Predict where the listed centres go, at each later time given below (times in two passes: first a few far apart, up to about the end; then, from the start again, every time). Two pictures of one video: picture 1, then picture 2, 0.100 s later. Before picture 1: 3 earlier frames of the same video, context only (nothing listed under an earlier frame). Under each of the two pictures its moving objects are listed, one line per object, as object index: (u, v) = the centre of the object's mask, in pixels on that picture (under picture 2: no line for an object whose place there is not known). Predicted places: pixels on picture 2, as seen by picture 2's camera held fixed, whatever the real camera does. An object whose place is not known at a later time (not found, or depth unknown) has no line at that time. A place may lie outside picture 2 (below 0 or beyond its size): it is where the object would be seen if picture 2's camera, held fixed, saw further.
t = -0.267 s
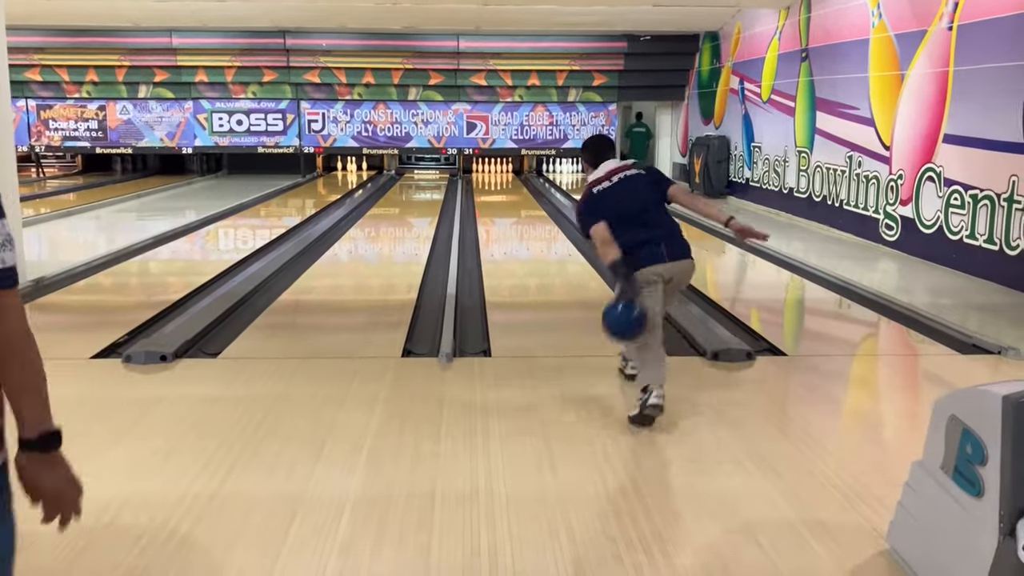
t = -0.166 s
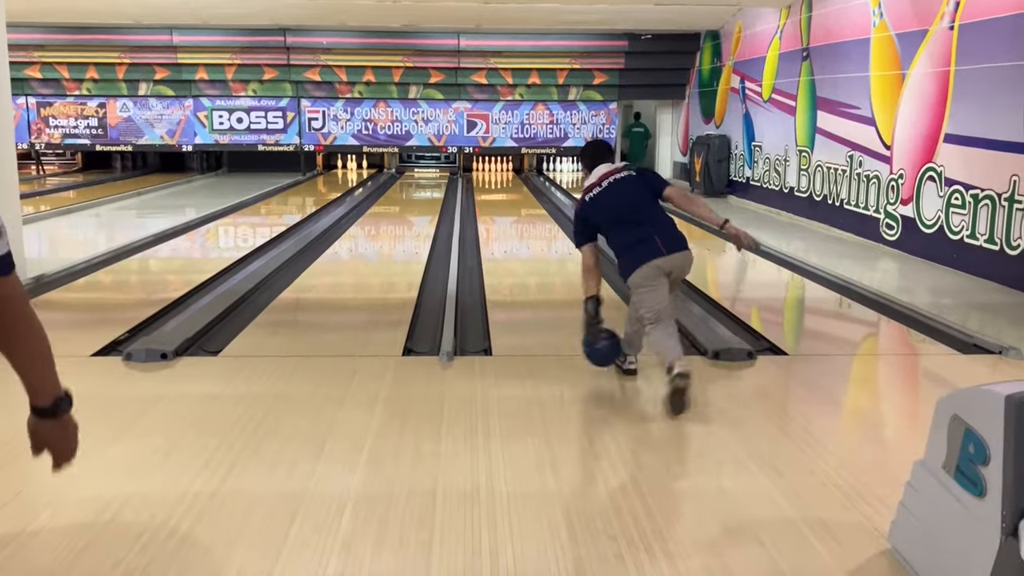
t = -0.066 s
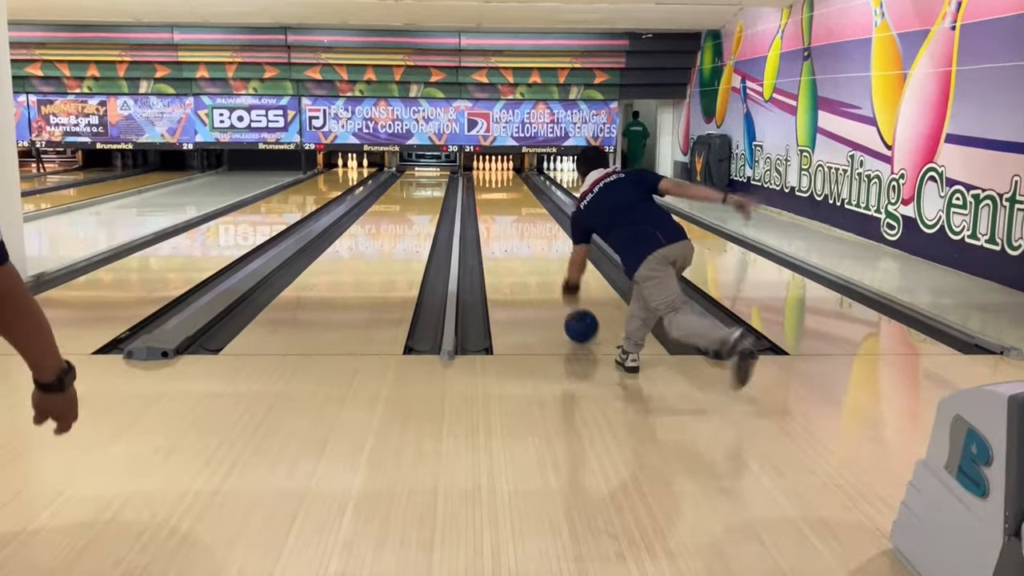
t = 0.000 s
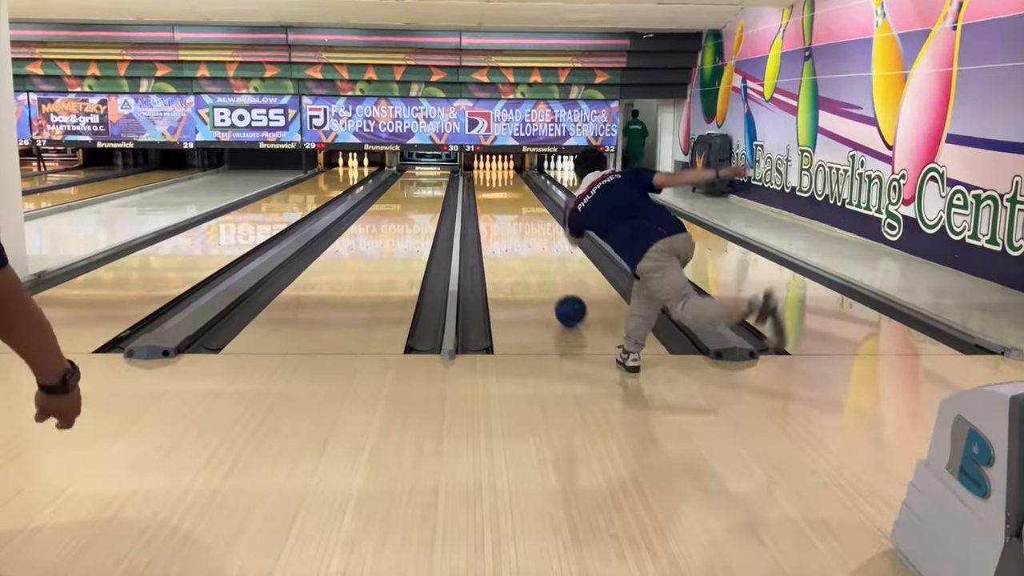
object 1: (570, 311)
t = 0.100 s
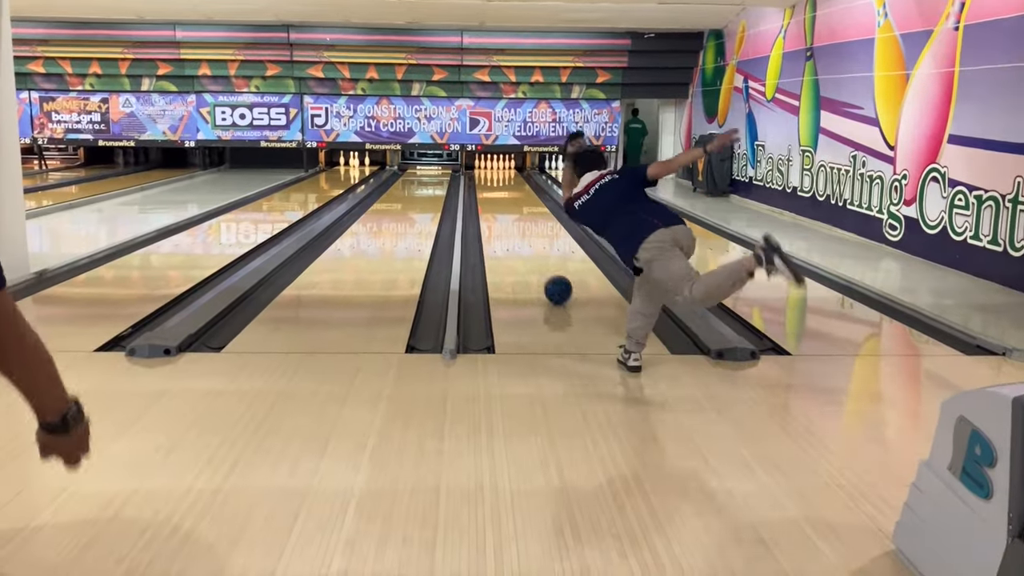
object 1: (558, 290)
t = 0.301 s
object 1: (537, 259)
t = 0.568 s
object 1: (519, 232)
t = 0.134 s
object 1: (554, 284)
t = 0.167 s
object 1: (549, 278)
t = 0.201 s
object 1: (546, 273)
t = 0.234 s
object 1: (543, 268)
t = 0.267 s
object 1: (540, 263)
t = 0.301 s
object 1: (537, 259)
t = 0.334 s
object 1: (534, 255)
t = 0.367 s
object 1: (531, 251)
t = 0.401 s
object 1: (529, 248)
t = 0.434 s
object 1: (527, 244)
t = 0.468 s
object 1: (524, 241)
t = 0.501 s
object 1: (522, 238)
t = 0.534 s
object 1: (520, 235)
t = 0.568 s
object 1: (519, 232)
